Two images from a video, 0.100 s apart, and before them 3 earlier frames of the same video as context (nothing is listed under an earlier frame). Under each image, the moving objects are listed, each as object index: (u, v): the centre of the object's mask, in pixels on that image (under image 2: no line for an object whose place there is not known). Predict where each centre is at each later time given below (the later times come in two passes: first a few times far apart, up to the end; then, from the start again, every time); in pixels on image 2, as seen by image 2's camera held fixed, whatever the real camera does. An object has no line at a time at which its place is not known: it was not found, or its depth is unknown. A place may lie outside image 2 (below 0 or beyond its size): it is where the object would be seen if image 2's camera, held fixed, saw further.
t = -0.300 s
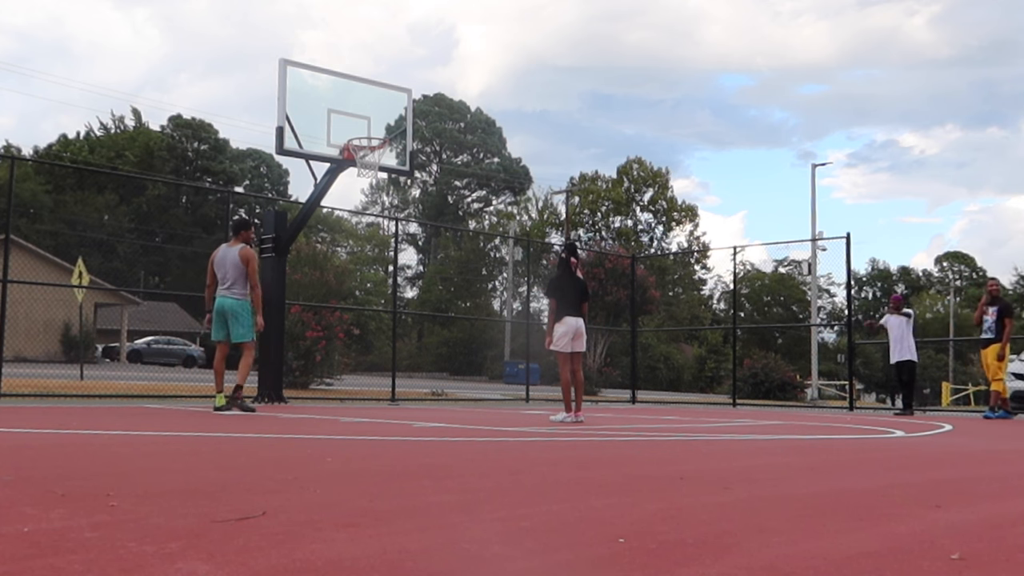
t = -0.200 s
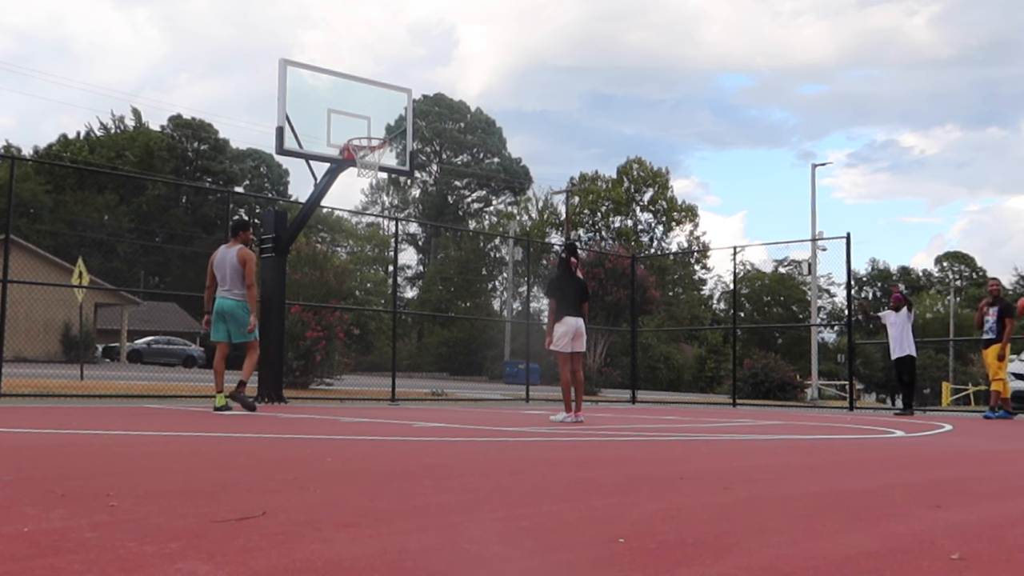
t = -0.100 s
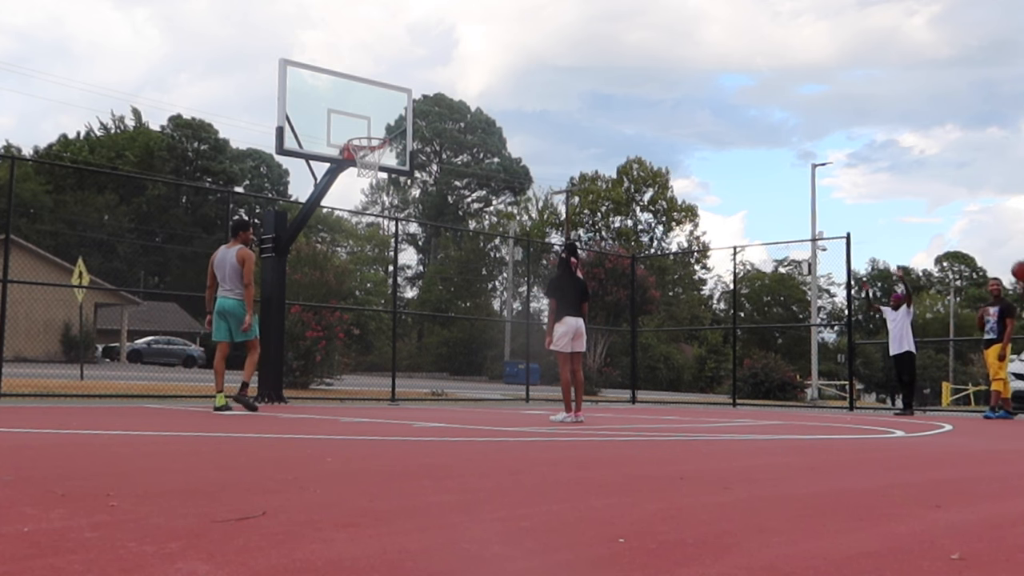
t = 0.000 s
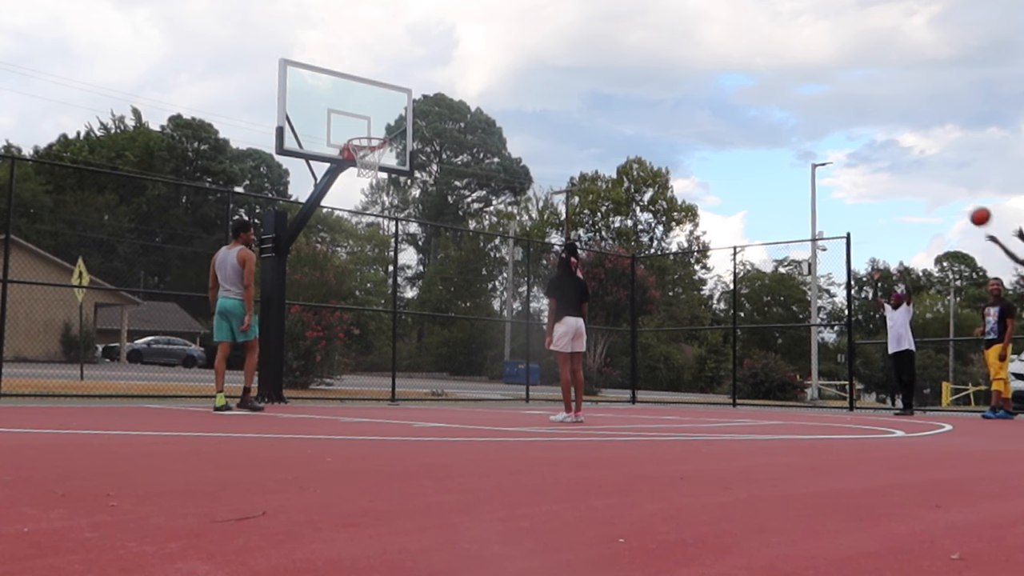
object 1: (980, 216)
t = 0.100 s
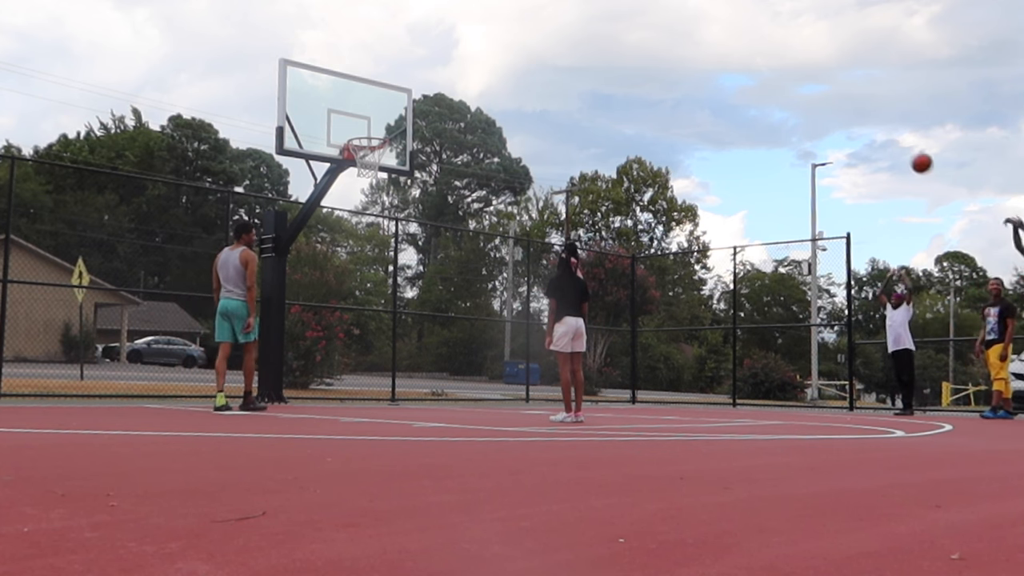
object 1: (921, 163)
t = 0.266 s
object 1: (825, 94)
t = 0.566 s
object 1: (656, 31)
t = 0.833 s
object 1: (509, 39)
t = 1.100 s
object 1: (364, 108)
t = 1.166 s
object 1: (328, 134)
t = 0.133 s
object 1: (902, 147)
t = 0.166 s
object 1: (883, 132)
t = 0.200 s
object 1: (863, 118)
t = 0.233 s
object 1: (845, 106)
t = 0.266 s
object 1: (825, 94)
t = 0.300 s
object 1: (806, 83)
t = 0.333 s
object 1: (787, 73)
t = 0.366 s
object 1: (768, 64)
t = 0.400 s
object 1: (749, 56)
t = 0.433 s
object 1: (731, 49)
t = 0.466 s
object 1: (712, 43)
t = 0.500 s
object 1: (693, 38)
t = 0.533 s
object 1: (675, 34)
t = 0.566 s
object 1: (656, 31)
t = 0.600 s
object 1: (638, 28)
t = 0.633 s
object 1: (619, 27)
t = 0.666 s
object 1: (601, 27)
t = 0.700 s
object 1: (582, 27)
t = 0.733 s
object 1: (564, 29)
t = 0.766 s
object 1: (546, 31)
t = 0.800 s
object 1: (527, 35)
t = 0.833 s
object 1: (509, 39)
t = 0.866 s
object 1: (491, 45)
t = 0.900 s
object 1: (472, 51)
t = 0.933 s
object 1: (454, 58)
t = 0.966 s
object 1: (436, 66)
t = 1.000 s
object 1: (418, 75)
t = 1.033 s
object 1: (400, 85)
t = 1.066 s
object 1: (382, 96)
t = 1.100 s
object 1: (364, 108)
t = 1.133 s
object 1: (346, 121)
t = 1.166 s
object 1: (328, 134)
